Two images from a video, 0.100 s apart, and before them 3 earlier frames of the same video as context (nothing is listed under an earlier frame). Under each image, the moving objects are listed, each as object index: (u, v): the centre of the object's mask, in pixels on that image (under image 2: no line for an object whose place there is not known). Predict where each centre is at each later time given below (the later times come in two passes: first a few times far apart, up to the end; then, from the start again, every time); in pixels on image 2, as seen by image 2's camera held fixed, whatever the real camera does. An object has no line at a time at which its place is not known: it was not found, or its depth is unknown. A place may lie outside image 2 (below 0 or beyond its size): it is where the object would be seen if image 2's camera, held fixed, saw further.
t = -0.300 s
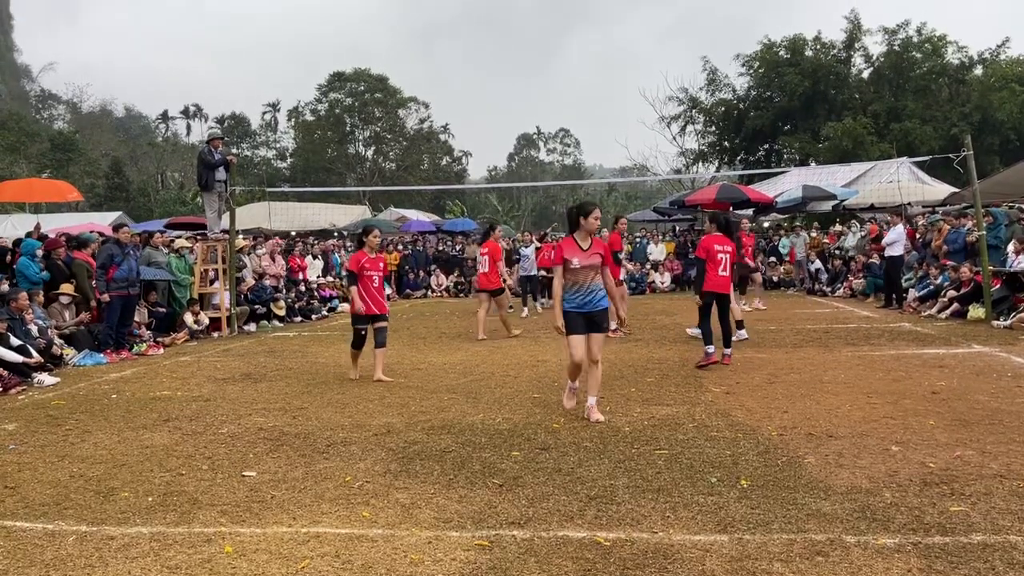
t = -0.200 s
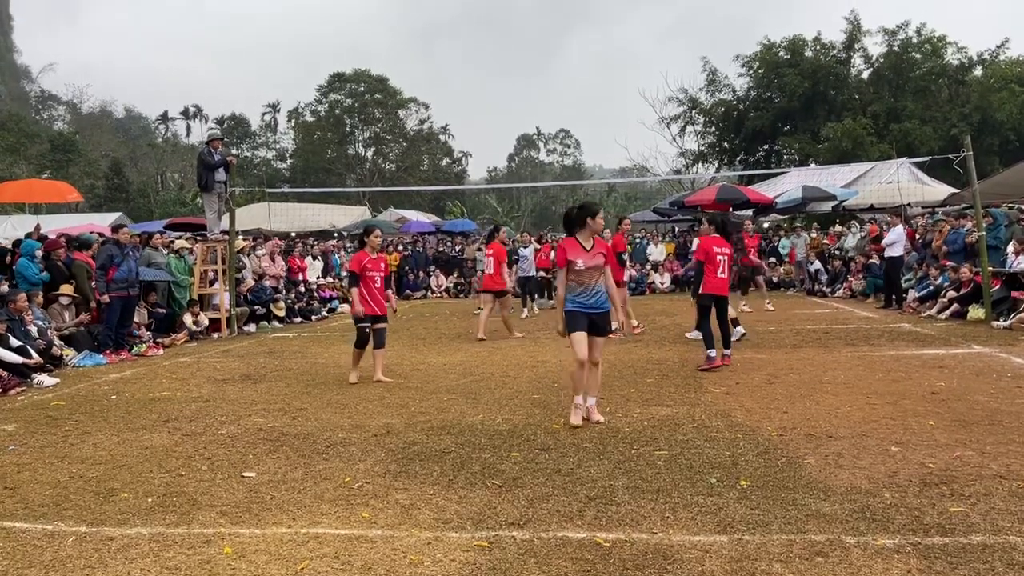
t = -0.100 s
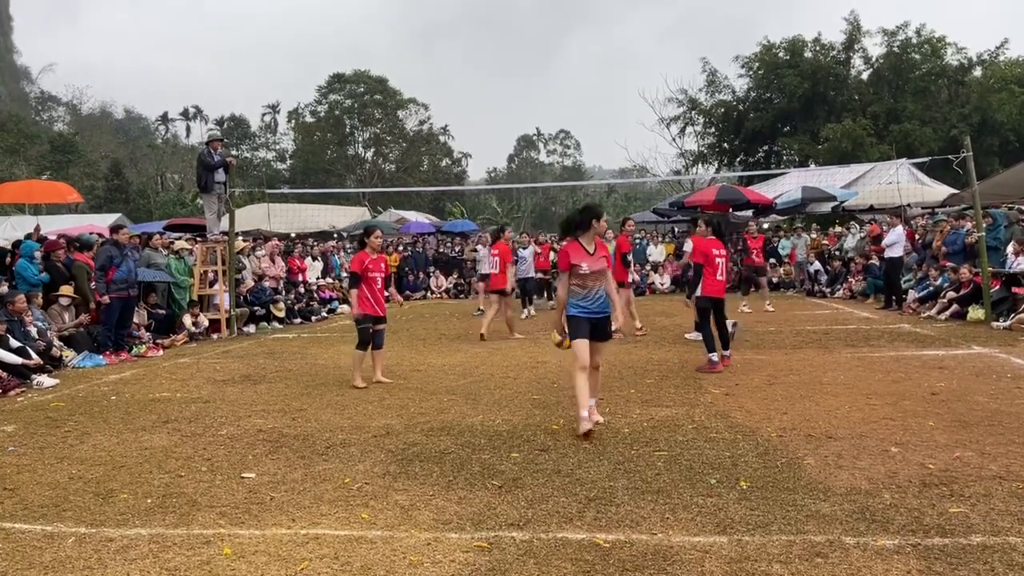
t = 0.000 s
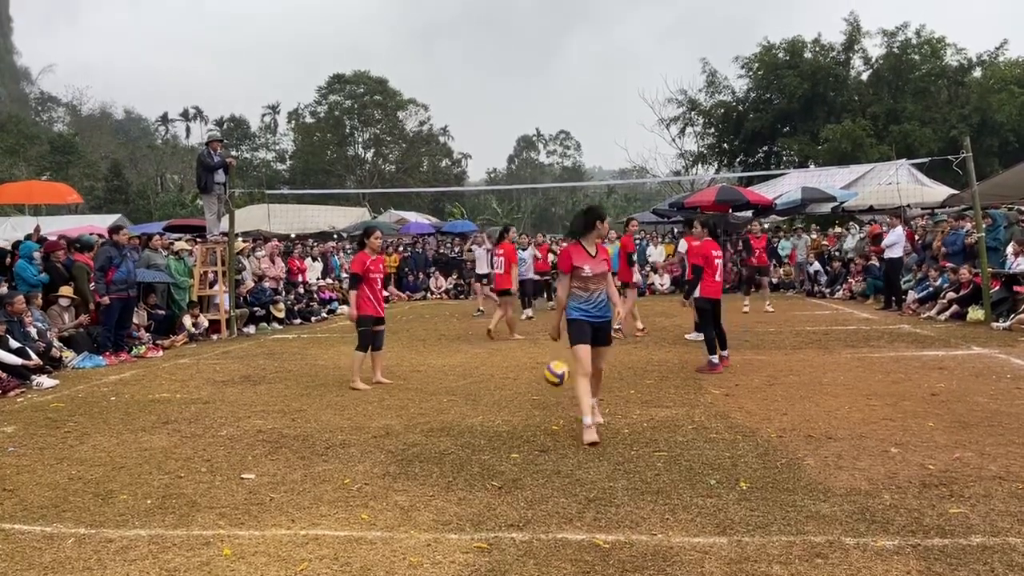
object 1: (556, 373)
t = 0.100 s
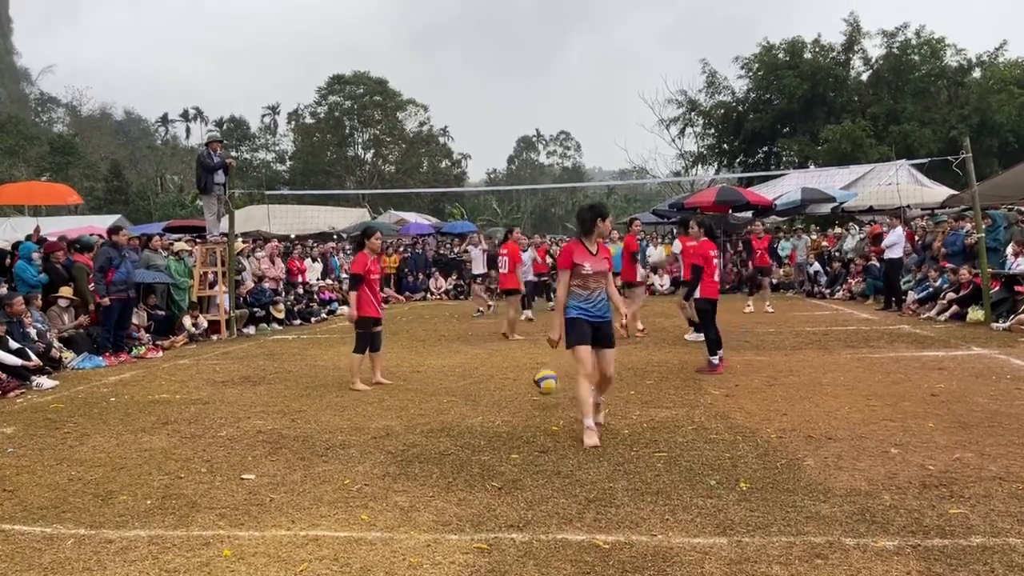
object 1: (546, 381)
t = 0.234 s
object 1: (528, 360)
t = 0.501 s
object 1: (490, 385)
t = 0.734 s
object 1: (460, 398)
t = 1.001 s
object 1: (427, 426)
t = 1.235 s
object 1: (391, 437)
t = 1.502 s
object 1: (347, 464)
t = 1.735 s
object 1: (307, 486)
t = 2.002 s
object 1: (259, 514)
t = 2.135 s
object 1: (235, 528)
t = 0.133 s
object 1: (541, 374)
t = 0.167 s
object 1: (536, 368)
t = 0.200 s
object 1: (532, 364)
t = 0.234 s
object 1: (528, 360)
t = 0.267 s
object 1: (523, 358)
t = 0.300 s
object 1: (518, 358)
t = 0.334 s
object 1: (514, 359)
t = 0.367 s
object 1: (509, 362)
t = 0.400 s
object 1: (504, 365)
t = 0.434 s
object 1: (499, 371)
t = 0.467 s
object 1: (494, 377)
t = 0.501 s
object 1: (490, 385)
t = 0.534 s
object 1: (485, 396)
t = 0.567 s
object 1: (481, 408)
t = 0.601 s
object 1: (475, 421)
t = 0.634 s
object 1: (471, 414)
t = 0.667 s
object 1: (468, 407)
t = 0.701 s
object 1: (464, 403)
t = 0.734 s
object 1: (460, 398)
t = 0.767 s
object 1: (456, 395)
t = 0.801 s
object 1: (451, 394)
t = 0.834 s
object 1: (447, 395)
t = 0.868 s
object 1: (443, 398)
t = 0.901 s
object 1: (439, 402)
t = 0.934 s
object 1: (436, 407)
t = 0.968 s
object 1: (431, 416)
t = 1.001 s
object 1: (427, 426)
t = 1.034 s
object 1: (423, 436)
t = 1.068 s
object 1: (418, 446)
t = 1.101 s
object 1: (413, 440)
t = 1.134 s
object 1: (408, 437)
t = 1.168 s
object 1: (403, 435)
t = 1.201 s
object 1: (396, 435)
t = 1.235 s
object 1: (391, 437)
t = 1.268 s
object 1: (385, 441)
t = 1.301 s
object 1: (380, 446)
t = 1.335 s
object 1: (374, 455)
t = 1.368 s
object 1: (368, 467)
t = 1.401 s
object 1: (363, 466)
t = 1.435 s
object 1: (358, 464)
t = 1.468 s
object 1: (352, 463)
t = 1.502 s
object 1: (347, 464)
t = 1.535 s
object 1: (341, 467)
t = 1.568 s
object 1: (335, 471)
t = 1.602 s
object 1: (330, 479)
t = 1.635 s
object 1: (324, 489)
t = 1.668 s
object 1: (319, 487)
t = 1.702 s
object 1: (313, 485)
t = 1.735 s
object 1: (307, 486)
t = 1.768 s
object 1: (302, 489)
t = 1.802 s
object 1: (296, 493)
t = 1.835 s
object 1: (289, 502)
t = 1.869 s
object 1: (284, 507)
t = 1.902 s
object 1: (279, 507)
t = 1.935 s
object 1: (273, 507)
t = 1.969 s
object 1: (265, 508)
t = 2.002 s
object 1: (259, 514)
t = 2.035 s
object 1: (253, 523)
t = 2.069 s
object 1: (247, 525)
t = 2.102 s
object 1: (240, 526)
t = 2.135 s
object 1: (235, 528)
